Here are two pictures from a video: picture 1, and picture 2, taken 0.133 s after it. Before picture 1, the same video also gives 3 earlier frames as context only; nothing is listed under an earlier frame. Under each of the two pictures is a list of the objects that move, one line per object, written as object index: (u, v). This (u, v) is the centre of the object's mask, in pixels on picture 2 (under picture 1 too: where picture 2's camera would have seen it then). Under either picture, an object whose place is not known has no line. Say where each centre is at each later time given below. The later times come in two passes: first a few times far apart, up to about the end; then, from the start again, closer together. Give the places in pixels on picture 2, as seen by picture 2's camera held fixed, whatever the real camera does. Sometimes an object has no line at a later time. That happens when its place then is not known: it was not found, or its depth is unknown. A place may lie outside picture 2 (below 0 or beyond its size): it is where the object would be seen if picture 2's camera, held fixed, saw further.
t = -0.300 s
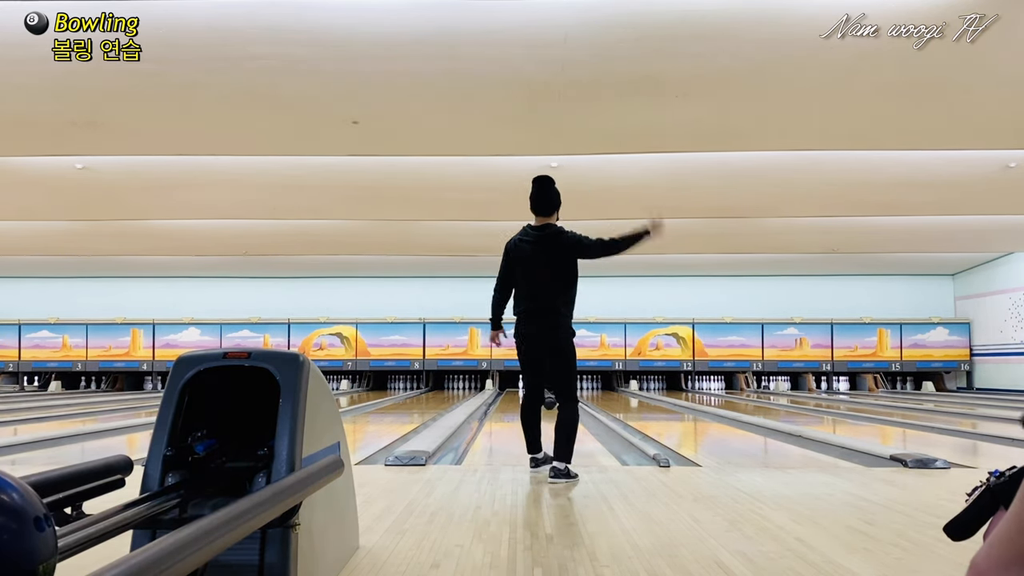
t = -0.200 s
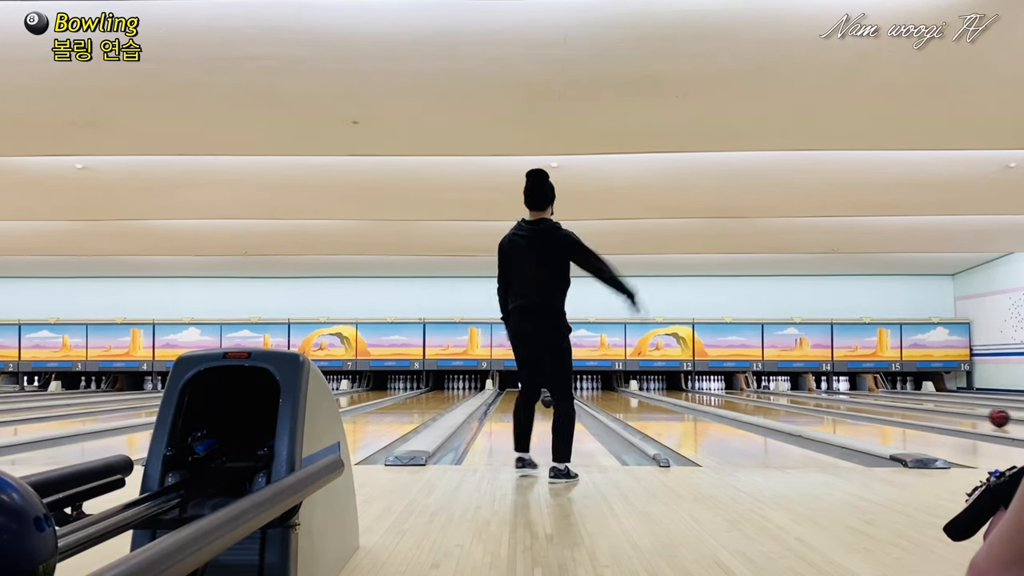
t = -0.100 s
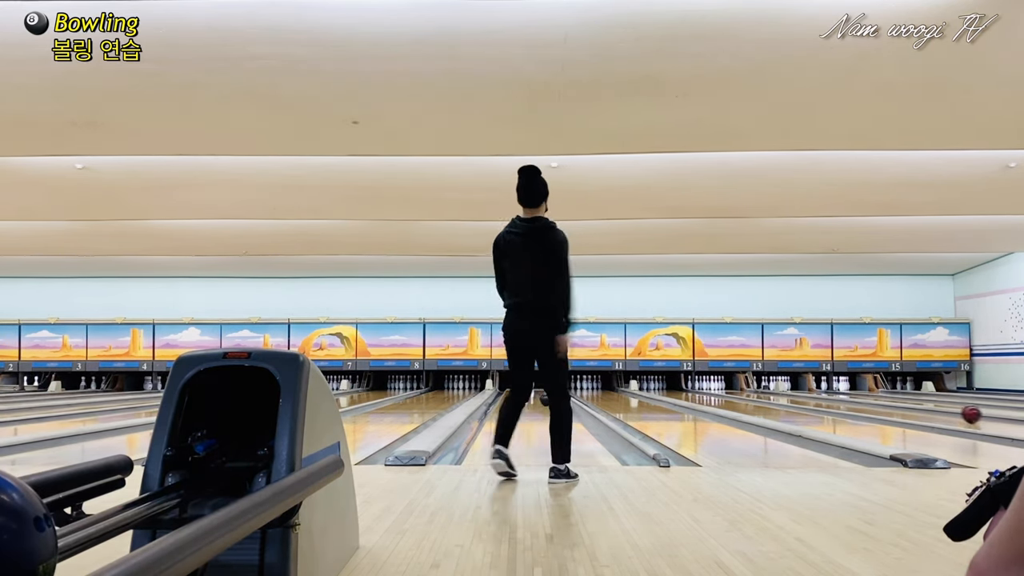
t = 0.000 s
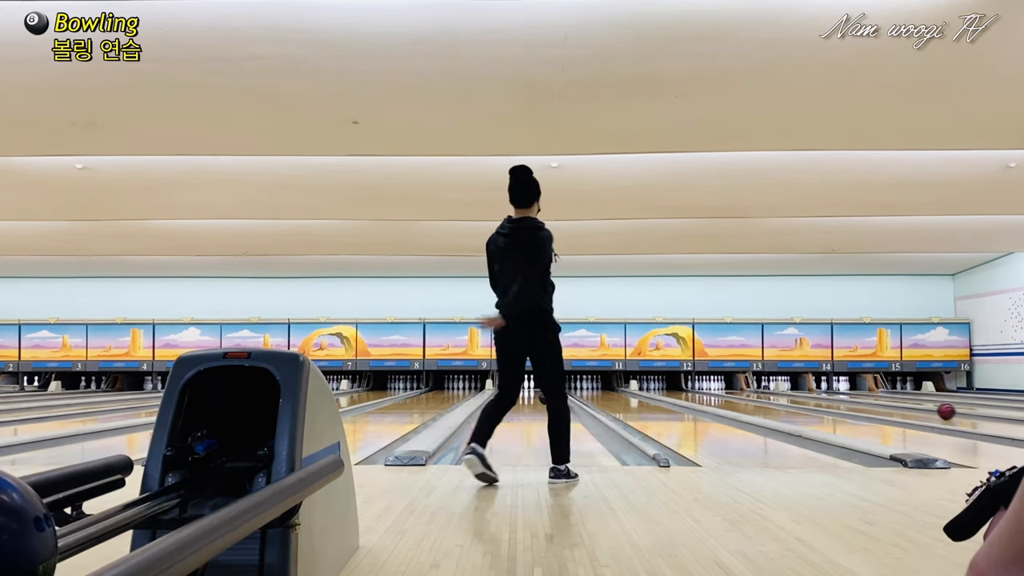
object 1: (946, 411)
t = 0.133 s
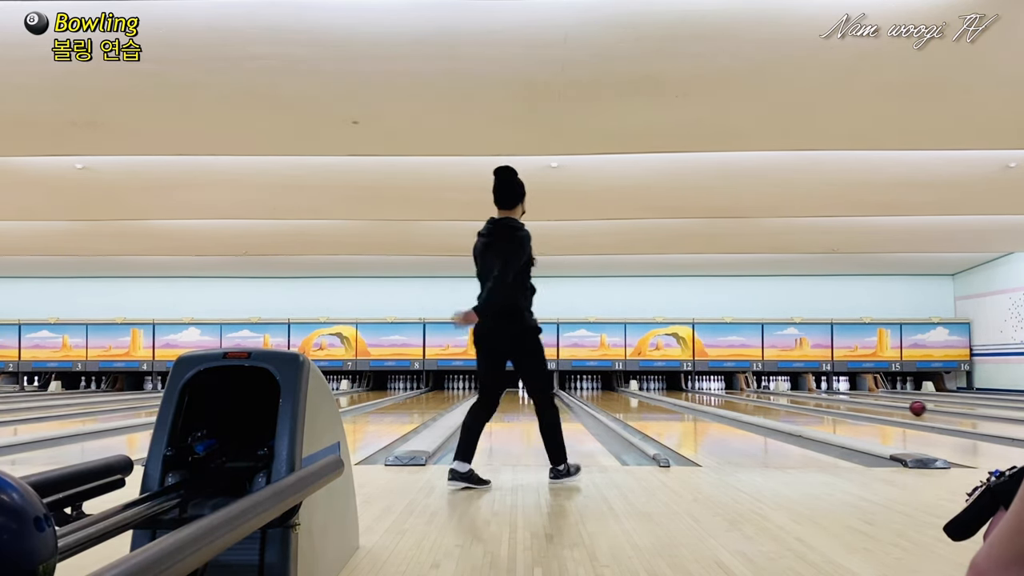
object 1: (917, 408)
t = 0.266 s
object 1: (893, 404)
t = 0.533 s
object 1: (851, 400)
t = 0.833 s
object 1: (815, 396)
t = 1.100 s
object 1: (788, 393)
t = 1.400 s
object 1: (764, 390)
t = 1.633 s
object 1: (745, 389)
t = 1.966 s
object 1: (722, 386)
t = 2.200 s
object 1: (712, 385)
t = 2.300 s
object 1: (702, 386)
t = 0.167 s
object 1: (911, 407)
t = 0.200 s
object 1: (905, 406)
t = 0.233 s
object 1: (898, 404)
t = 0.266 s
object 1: (893, 404)
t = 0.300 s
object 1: (887, 404)
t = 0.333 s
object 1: (881, 403)
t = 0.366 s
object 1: (876, 403)
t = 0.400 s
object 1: (871, 402)
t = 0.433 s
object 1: (866, 402)
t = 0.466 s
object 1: (861, 401)
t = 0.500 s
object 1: (856, 401)
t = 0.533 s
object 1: (851, 400)
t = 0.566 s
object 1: (847, 400)
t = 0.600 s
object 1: (842, 399)
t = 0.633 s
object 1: (838, 399)
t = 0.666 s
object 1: (834, 399)
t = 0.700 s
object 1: (830, 398)
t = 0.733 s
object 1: (826, 397)
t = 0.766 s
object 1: (822, 397)
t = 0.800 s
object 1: (818, 396)
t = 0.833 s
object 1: (815, 396)
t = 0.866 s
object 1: (812, 396)
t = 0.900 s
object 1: (808, 395)
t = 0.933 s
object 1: (804, 395)
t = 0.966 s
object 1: (801, 395)
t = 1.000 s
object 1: (798, 394)
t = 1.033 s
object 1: (795, 394)
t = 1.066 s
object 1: (792, 394)
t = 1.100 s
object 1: (788, 393)
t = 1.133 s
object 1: (785, 393)
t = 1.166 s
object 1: (782, 392)
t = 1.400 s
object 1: (764, 390)
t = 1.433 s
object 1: (761, 390)
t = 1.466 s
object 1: (758, 390)
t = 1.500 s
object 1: (755, 390)
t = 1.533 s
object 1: (753, 389)
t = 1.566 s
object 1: (750, 389)
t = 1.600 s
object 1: (747, 389)
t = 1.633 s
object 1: (745, 389)
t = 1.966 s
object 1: (722, 386)
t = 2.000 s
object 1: (719, 386)
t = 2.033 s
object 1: (717, 387)
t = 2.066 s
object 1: (714, 386)
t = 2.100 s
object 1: (713, 386)
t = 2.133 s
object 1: (711, 386)
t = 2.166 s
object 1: (710, 386)
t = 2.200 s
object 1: (712, 385)
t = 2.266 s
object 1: (706, 386)
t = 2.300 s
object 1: (702, 386)
